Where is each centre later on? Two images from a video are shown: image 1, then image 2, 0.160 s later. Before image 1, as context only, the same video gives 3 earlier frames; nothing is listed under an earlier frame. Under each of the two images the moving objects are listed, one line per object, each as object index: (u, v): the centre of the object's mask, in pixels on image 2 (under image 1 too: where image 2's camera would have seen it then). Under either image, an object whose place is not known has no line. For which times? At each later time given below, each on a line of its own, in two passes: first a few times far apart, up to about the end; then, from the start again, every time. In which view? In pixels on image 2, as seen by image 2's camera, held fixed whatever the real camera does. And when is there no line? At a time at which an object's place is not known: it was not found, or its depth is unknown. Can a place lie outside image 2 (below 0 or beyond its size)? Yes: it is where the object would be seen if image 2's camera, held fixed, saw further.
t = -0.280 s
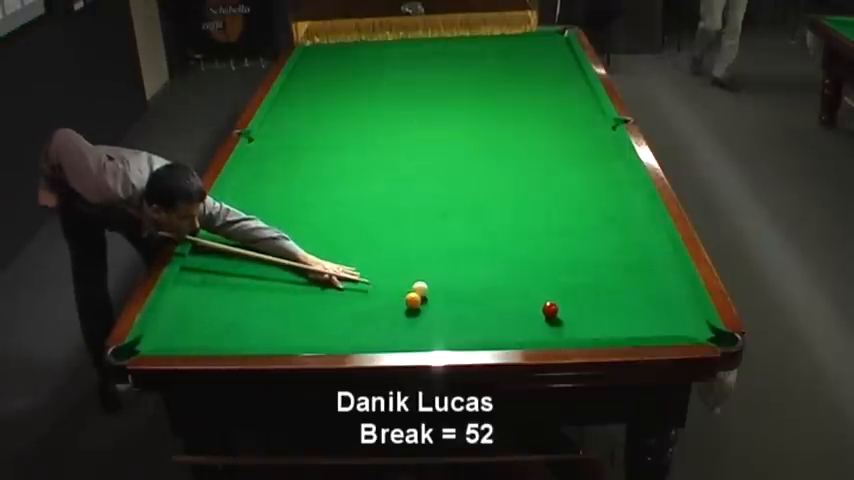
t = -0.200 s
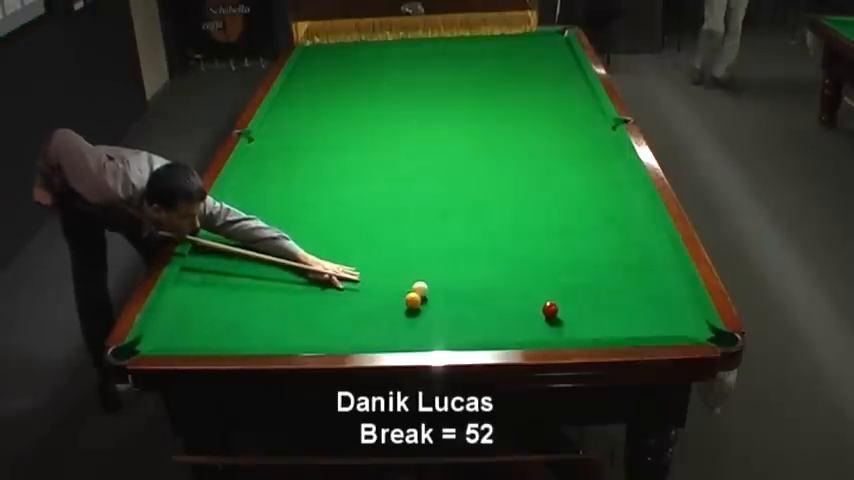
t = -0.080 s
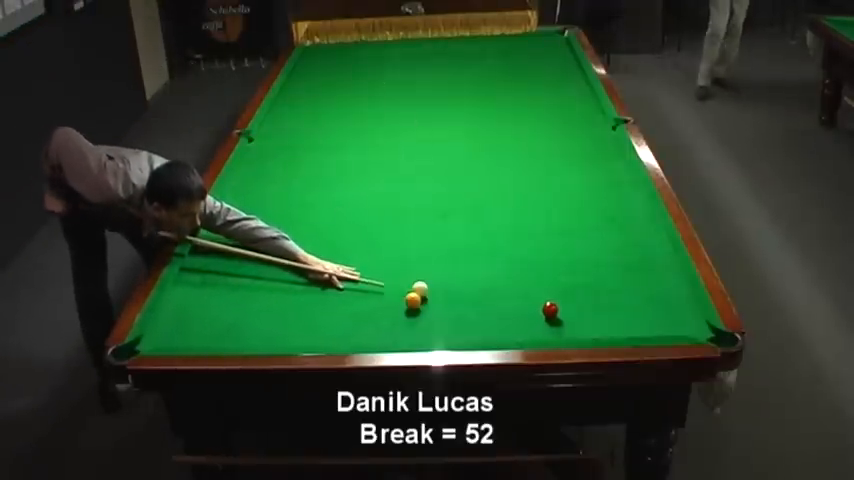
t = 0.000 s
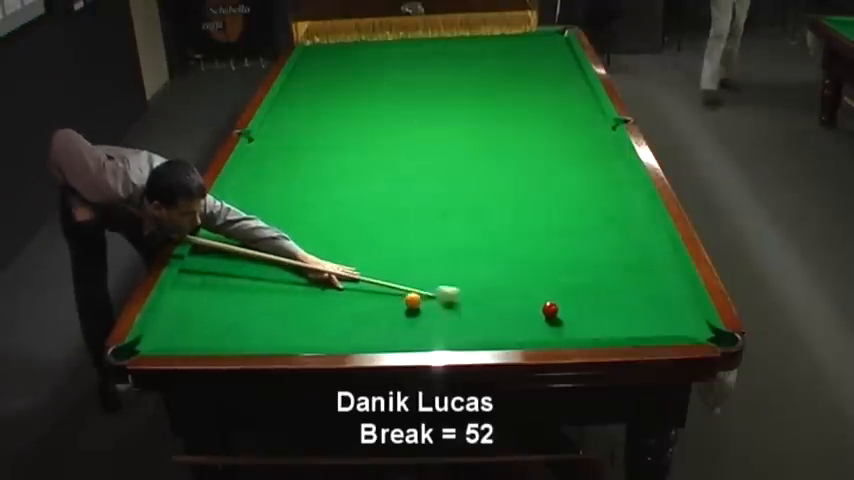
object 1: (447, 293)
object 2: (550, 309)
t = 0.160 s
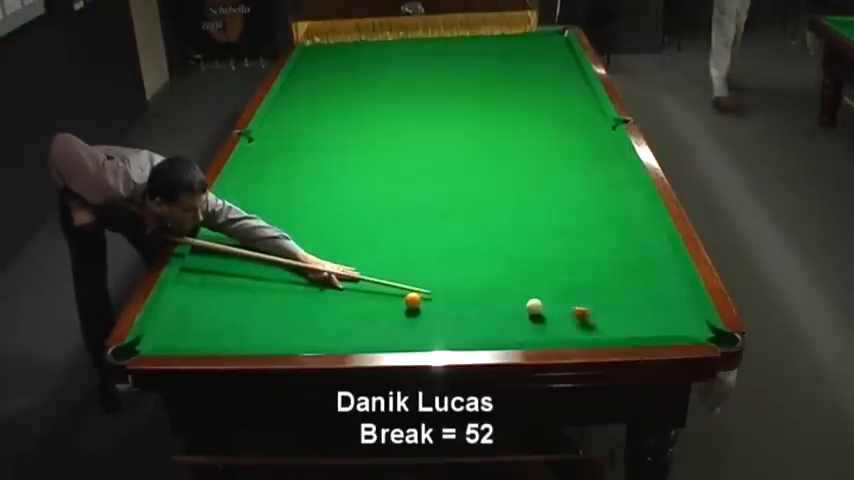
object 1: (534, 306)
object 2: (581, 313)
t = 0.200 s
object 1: (533, 306)
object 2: (608, 318)
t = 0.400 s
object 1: (514, 302)
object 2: (726, 341)
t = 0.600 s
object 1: (490, 298)
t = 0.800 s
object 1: (468, 295)
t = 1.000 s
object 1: (448, 291)
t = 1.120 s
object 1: (438, 289)
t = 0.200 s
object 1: (533, 306)
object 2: (608, 318)
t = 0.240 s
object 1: (531, 305)
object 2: (635, 323)
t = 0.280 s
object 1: (528, 305)
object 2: (659, 326)
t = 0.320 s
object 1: (524, 304)
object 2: (684, 328)
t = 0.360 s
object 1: (519, 303)
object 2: (709, 333)
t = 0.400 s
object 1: (514, 302)
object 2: (726, 341)
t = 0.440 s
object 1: (509, 302)
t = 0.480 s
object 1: (504, 301)
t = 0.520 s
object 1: (500, 300)
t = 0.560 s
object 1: (495, 299)
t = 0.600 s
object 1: (490, 298)
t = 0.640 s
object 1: (486, 298)
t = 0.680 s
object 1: (481, 297)
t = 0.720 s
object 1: (477, 296)
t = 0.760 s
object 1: (472, 295)
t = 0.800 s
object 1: (468, 295)
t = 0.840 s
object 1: (464, 294)
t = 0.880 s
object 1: (460, 293)
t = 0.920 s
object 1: (456, 293)
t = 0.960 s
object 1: (452, 292)
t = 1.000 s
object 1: (448, 291)
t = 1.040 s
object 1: (444, 291)
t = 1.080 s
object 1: (441, 290)
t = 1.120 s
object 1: (438, 289)
